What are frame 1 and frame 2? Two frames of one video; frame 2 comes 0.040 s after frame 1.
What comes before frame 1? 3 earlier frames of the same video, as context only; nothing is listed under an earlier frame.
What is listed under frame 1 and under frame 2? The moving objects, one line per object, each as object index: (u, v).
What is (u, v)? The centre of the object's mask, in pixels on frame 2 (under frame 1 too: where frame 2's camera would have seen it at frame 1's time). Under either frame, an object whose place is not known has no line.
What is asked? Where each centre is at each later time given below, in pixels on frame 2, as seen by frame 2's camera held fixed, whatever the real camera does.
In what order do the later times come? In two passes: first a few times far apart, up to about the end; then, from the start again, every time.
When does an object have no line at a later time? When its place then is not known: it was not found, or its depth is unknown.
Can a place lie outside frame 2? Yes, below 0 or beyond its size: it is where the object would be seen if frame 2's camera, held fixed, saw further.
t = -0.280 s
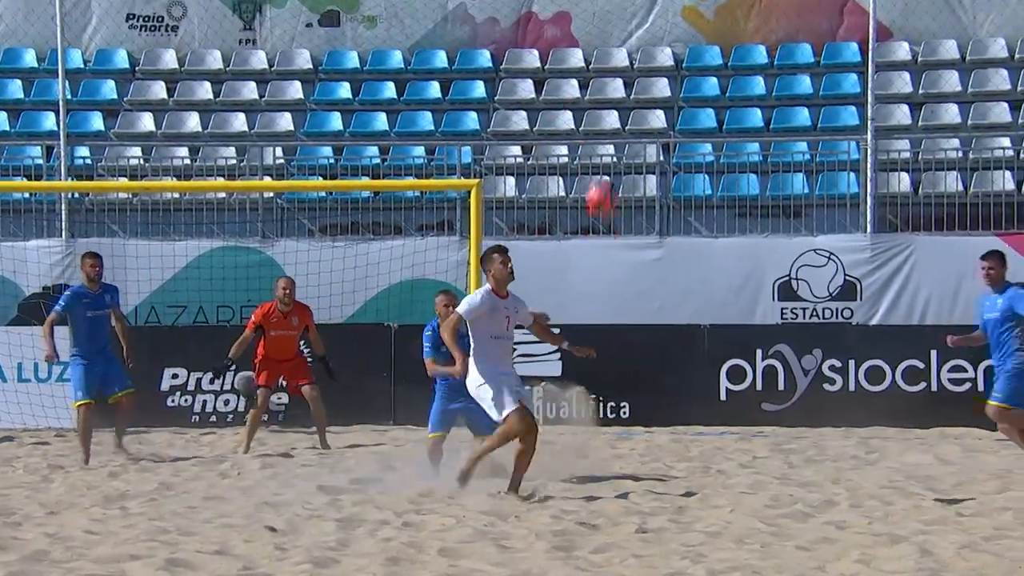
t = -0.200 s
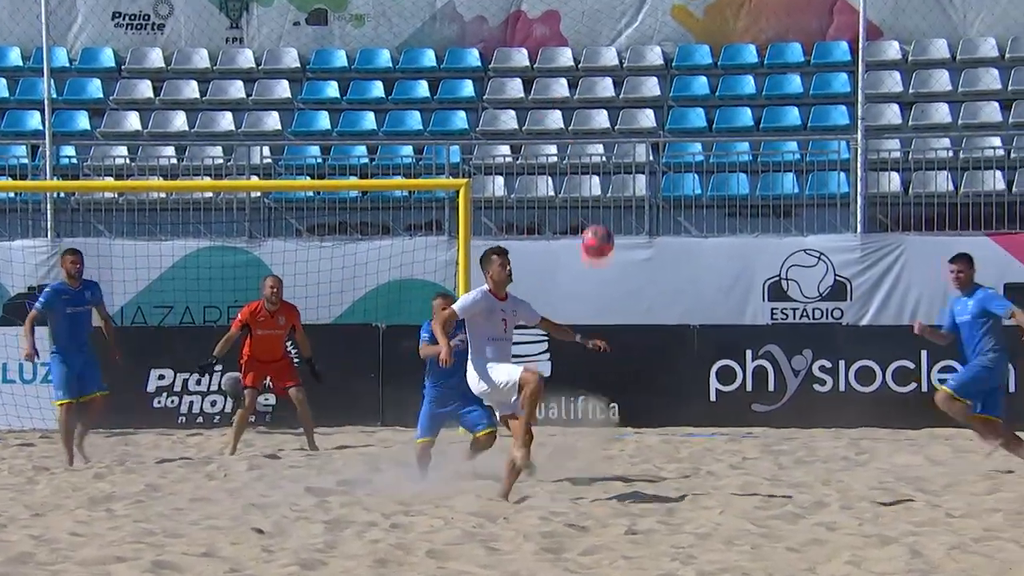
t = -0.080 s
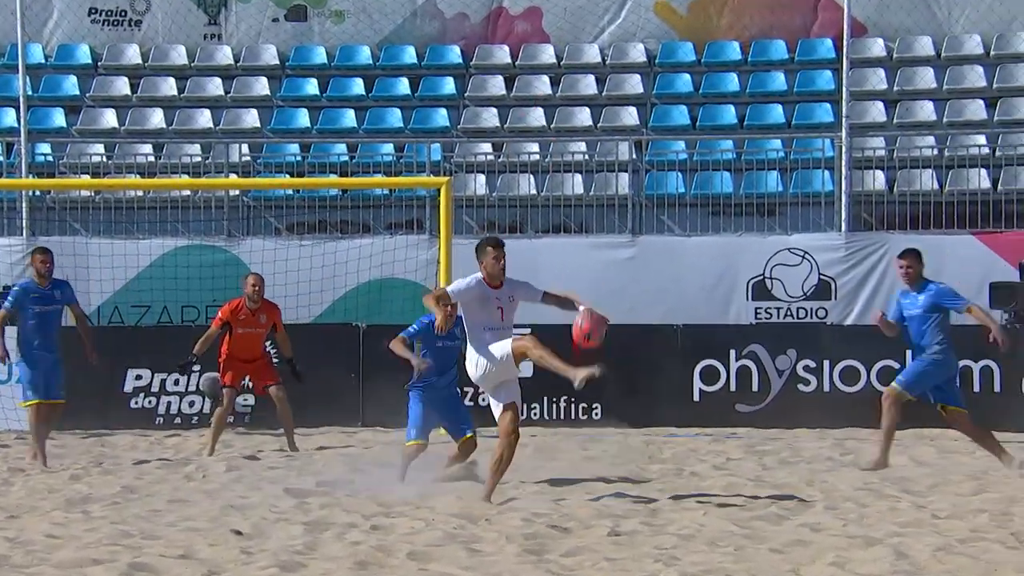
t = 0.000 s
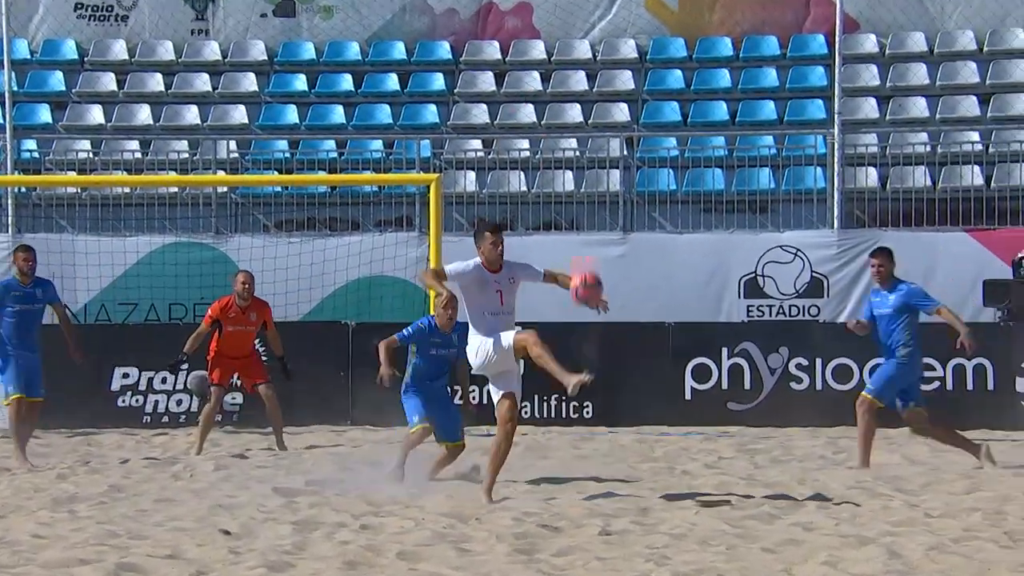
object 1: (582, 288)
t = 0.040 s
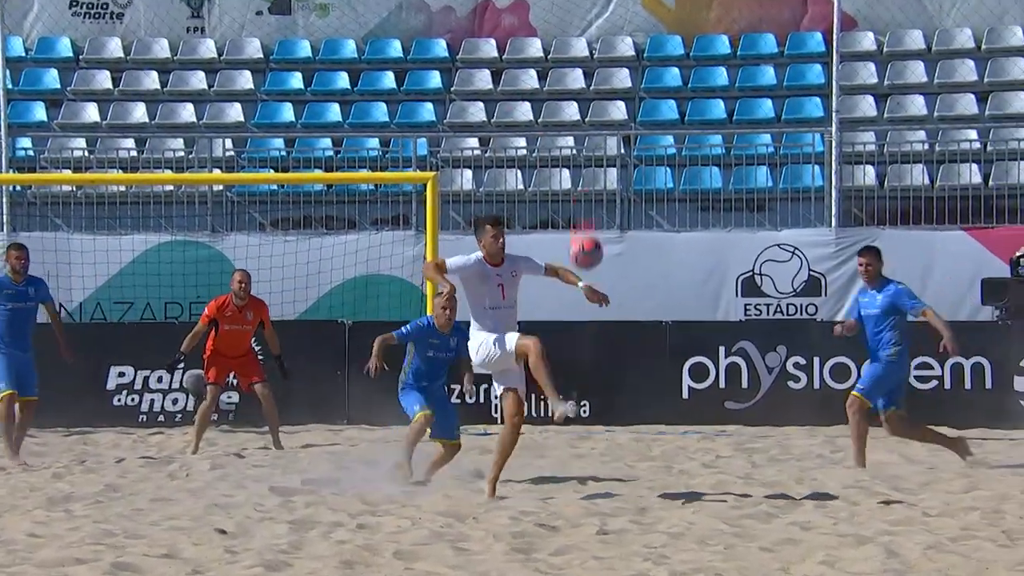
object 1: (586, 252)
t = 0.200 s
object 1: (596, 140)
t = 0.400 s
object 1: (609, 52)
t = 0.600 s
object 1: (623, 26)
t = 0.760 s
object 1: (632, 52)
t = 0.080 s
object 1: (588, 220)
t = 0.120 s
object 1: (592, 188)
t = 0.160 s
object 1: (594, 164)
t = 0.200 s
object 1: (596, 140)
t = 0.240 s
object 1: (599, 117)
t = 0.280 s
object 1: (602, 97)
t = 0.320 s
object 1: (603, 79)
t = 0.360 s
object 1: (606, 64)
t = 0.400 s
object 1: (609, 52)
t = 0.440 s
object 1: (612, 42)
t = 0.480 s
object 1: (615, 33)
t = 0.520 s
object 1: (618, 28)
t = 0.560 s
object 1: (620, 26)
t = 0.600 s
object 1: (623, 26)
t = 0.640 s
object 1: (625, 28)
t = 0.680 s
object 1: (628, 33)
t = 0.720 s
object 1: (629, 43)
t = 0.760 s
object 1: (632, 52)
